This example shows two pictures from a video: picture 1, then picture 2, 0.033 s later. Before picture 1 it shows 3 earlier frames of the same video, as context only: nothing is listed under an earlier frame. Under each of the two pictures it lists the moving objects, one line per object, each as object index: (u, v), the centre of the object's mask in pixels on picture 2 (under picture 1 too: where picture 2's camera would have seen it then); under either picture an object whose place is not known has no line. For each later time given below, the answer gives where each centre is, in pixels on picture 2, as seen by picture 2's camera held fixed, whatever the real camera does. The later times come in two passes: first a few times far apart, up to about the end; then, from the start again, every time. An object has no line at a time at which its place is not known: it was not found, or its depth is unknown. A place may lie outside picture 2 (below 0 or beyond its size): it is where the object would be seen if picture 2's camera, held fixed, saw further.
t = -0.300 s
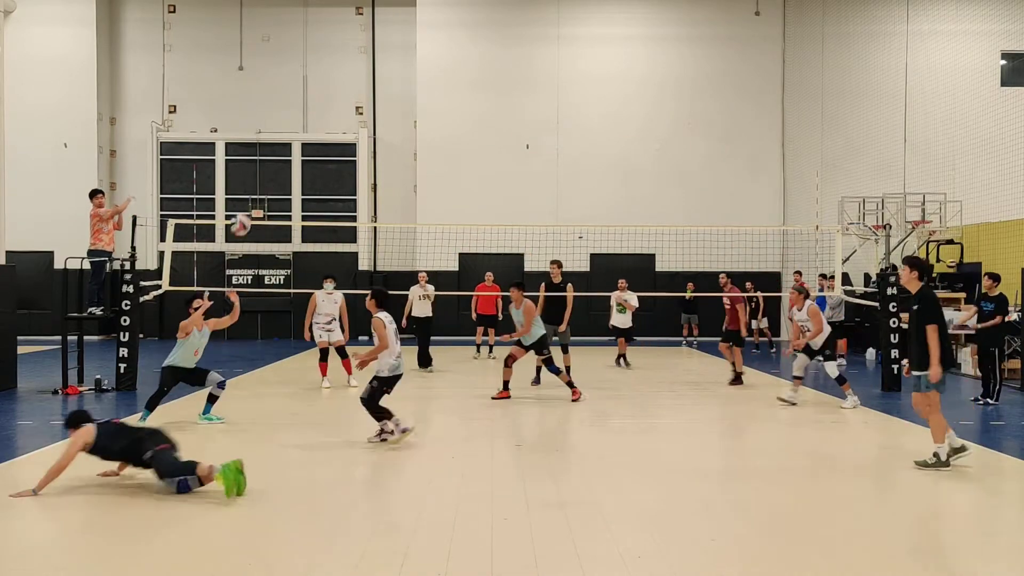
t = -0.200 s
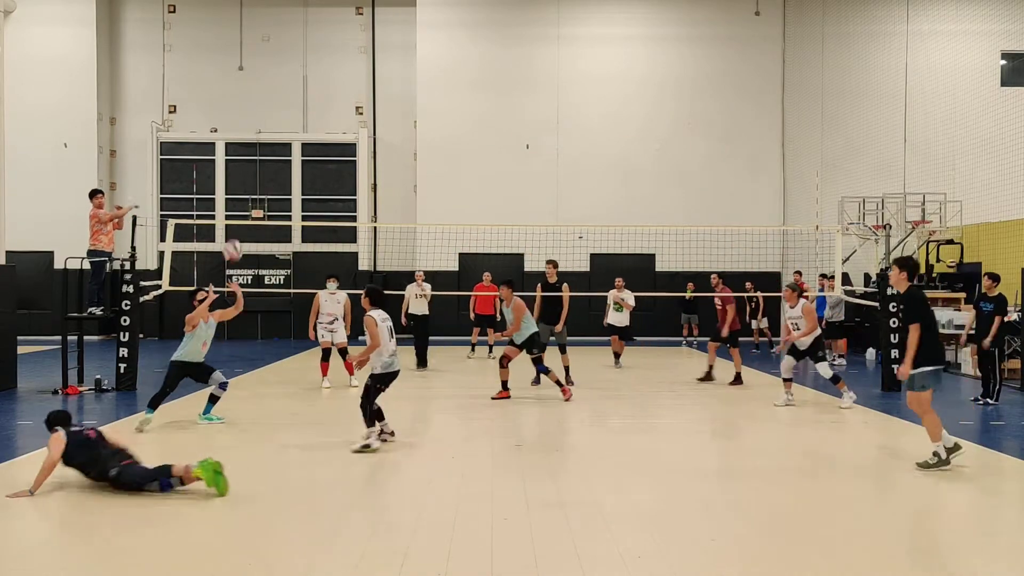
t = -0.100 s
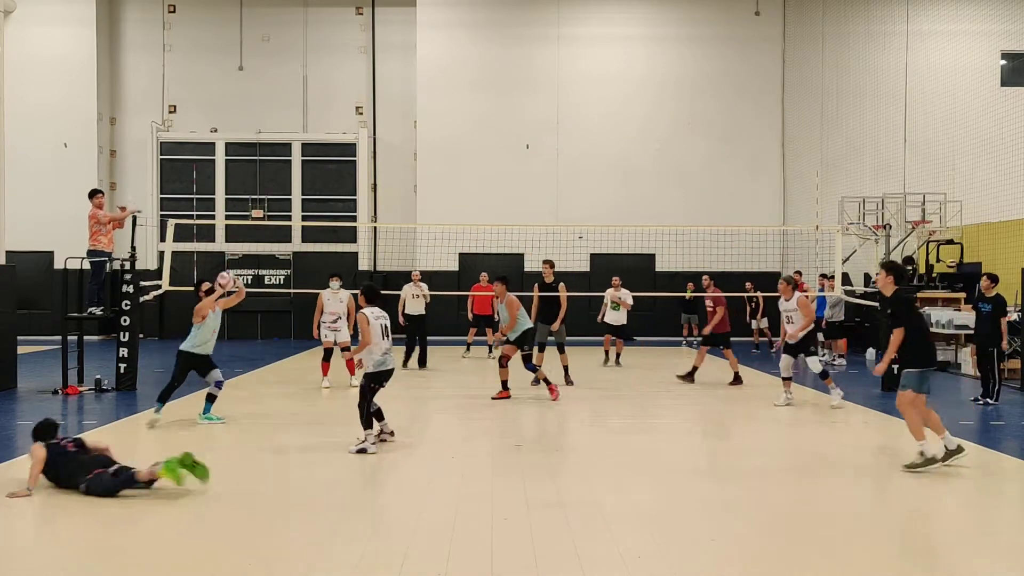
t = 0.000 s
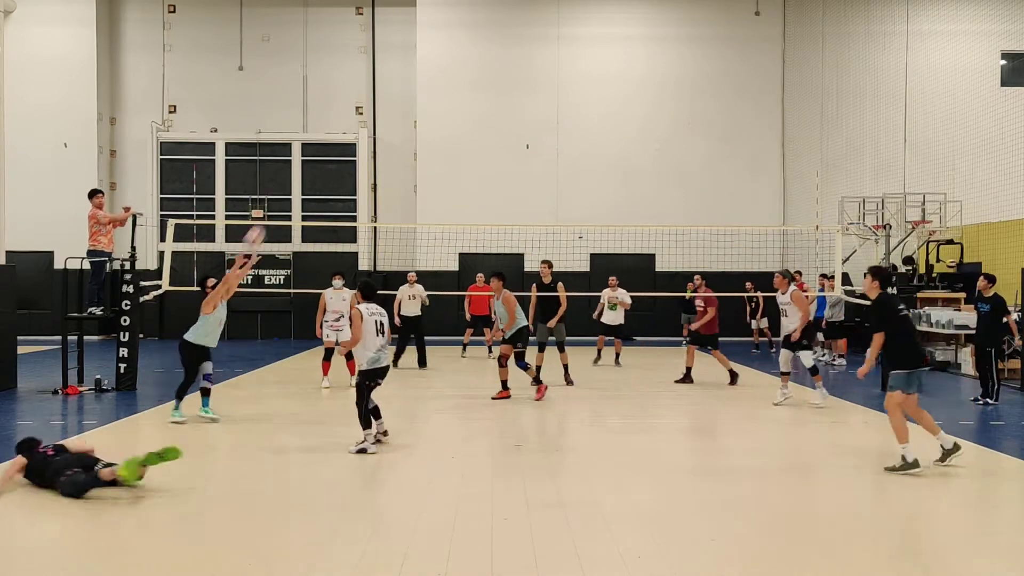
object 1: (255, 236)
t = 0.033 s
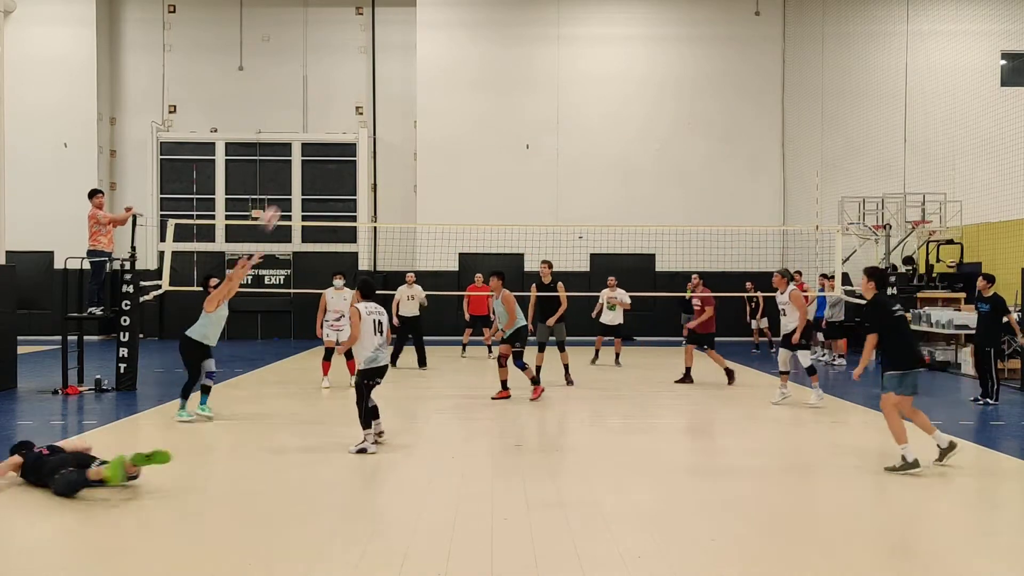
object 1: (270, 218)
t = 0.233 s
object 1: (358, 125)
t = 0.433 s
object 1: (445, 67)
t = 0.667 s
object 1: (545, 41)
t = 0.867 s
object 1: (629, 59)
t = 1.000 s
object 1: (684, 90)
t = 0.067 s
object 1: (283, 201)
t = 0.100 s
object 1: (300, 183)
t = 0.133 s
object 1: (315, 167)
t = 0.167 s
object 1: (330, 153)
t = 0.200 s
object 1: (343, 141)
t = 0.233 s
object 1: (358, 125)
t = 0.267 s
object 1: (374, 113)
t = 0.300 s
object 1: (389, 103)
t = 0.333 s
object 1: (403, 93)
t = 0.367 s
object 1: (417, 83)
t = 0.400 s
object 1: (431, 74)
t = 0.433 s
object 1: (445, 67)
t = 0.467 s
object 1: (459, 60)
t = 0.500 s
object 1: (474, 54)
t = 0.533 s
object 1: (488, 51)
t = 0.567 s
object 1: (503, 46)
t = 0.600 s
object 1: (516, 43)
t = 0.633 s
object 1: (530, 41)
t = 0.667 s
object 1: (545, 41)
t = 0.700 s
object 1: (559, 41)
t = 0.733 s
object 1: (572, 43)
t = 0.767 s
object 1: (586, 45)
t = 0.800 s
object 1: (600, 49)
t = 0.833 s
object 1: (615, 53)
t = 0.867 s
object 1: (629, 59)
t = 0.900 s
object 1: (642, 66)
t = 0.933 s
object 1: (656, 73)
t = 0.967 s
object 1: (671, 81)
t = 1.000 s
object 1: (684, 90)
